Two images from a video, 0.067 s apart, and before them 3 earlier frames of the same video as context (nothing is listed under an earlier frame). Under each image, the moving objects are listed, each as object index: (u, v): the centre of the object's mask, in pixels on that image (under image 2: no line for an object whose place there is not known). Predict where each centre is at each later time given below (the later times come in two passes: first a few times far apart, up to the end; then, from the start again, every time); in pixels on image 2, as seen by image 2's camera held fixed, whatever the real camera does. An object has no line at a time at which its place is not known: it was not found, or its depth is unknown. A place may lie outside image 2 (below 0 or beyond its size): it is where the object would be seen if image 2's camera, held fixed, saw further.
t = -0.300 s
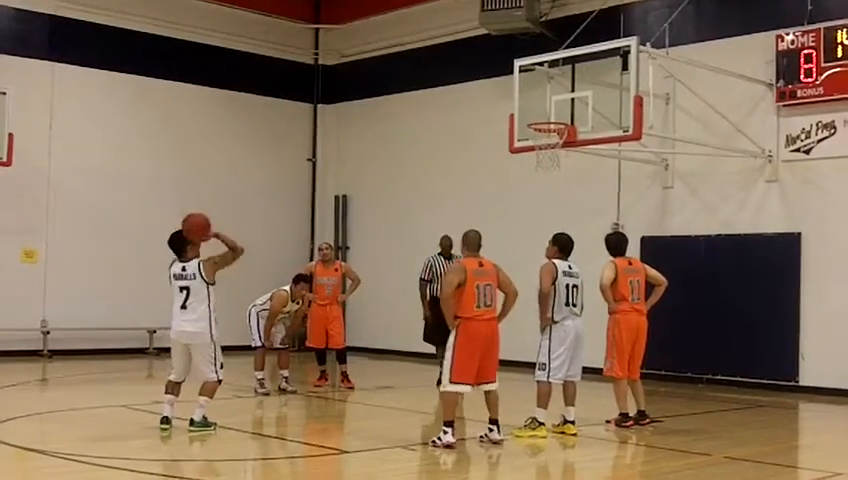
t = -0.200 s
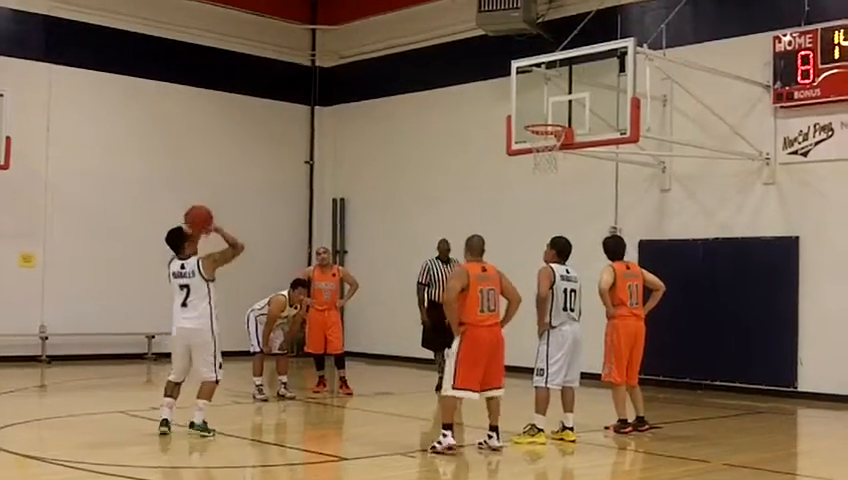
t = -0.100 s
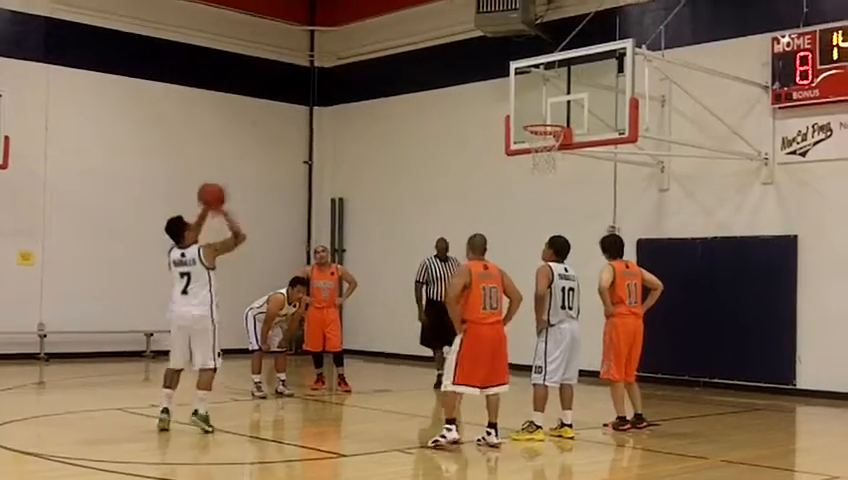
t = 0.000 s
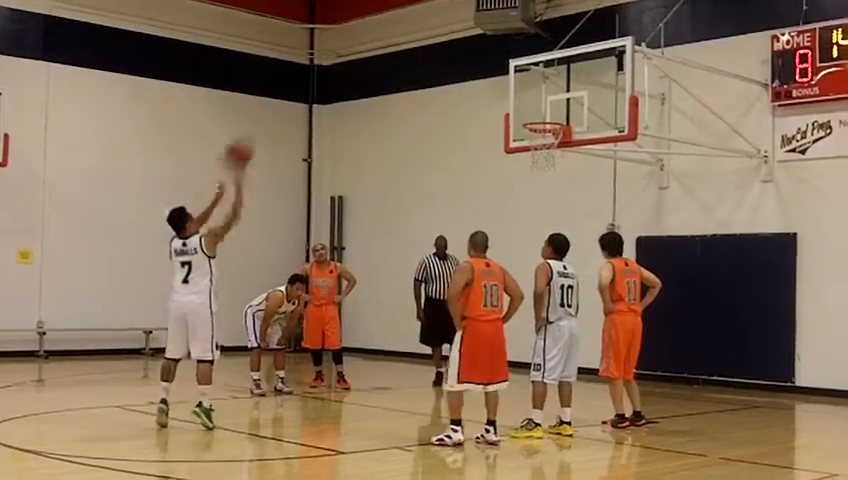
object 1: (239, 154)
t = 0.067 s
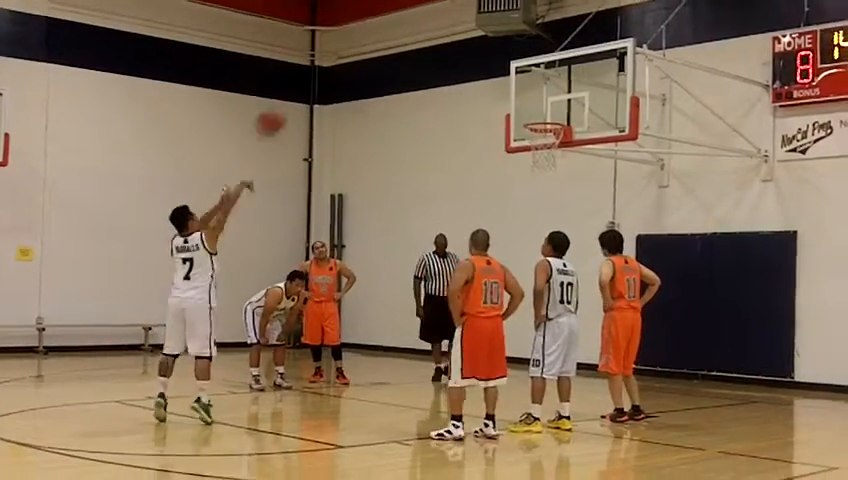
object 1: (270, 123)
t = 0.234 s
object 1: (340, 70)
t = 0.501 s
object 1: (437, 46)
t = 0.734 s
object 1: (507, 78)
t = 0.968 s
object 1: (550, 151)
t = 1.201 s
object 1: (523, 224)
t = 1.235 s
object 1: (519, 238)
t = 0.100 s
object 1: (286, 105)
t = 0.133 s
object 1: (300, 93)
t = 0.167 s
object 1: (314, 84)
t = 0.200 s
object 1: (326, 77)
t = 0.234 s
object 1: (340, 70)
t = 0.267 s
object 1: (352, 63)
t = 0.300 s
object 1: (367, 55)
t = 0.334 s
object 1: (380, 50)
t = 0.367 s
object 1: (392, 47)
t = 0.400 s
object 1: (404, 44)
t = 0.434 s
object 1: (415, 42)
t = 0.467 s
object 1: (426, 43)
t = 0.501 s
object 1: (437, 46)
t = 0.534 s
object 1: (448, 48)
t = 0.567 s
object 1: (459, 50)
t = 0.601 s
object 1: (469, 52)
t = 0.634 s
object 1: (479, 58)
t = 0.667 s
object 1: (489, 64)
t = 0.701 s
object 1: (497, 69)
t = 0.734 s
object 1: (507, 78)
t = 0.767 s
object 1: (518, 87)
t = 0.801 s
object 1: (526, 97)
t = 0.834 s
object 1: (535, 105)
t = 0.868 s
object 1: (544, 115)
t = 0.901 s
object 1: (551, 128)
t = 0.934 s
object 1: (552, 136)
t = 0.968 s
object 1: (550, 151)
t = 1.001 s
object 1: (546, 159)
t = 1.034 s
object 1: (542, 167)
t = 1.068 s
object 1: (538, 177)
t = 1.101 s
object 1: (534, 187)
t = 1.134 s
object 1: (530, 199)
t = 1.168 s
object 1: (526, 211)
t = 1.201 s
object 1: (523, 224)
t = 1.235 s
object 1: (519, 238)
